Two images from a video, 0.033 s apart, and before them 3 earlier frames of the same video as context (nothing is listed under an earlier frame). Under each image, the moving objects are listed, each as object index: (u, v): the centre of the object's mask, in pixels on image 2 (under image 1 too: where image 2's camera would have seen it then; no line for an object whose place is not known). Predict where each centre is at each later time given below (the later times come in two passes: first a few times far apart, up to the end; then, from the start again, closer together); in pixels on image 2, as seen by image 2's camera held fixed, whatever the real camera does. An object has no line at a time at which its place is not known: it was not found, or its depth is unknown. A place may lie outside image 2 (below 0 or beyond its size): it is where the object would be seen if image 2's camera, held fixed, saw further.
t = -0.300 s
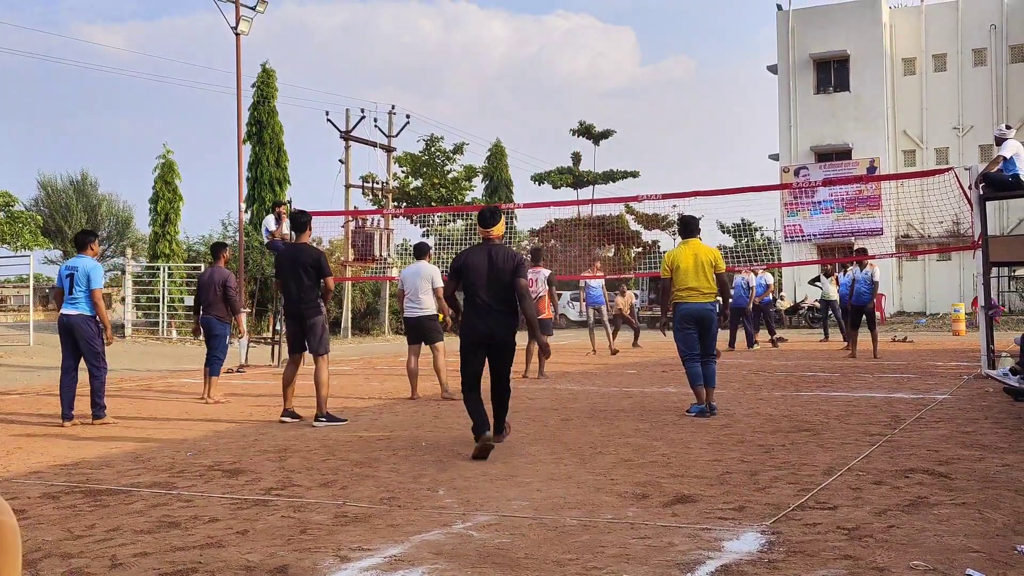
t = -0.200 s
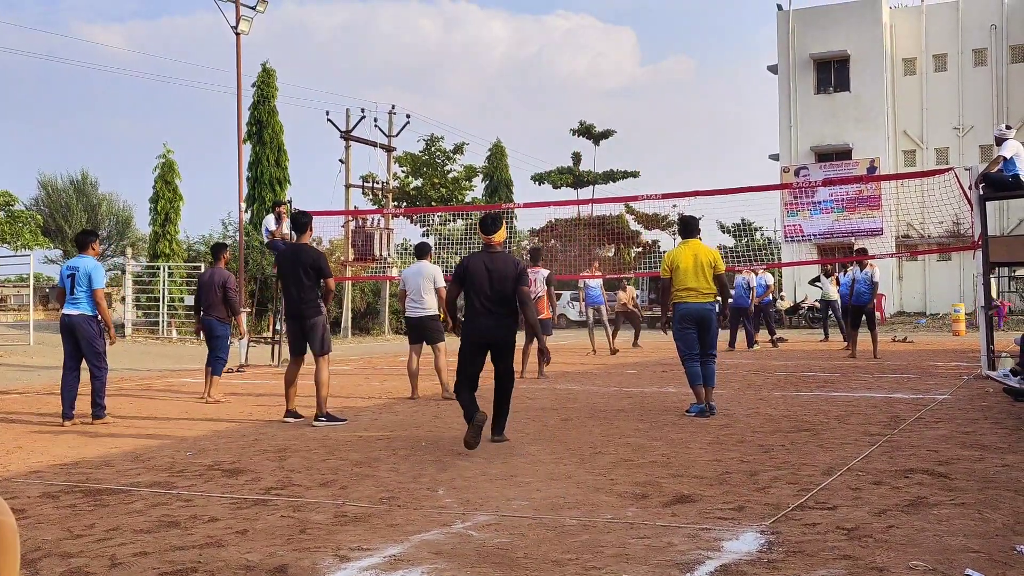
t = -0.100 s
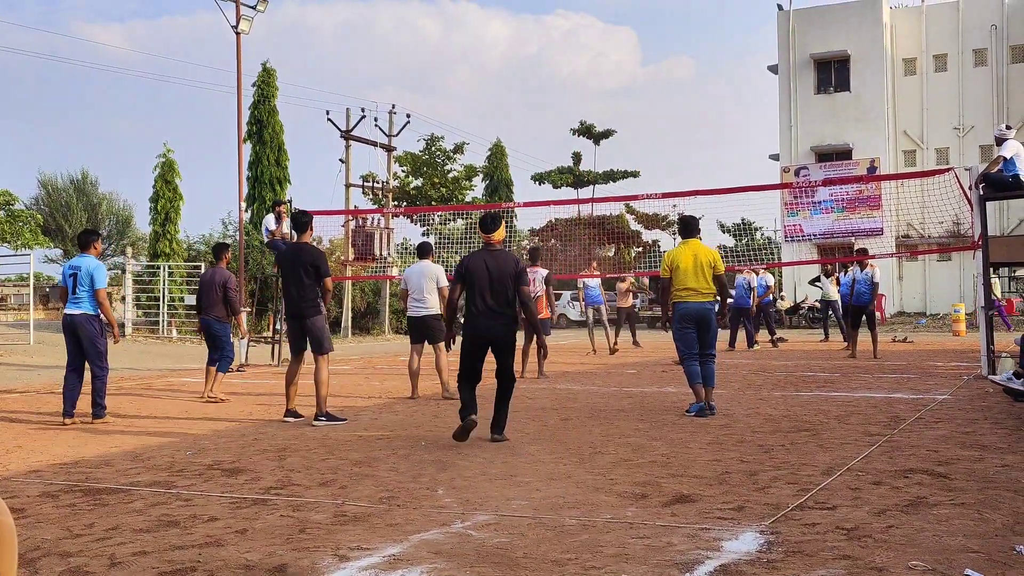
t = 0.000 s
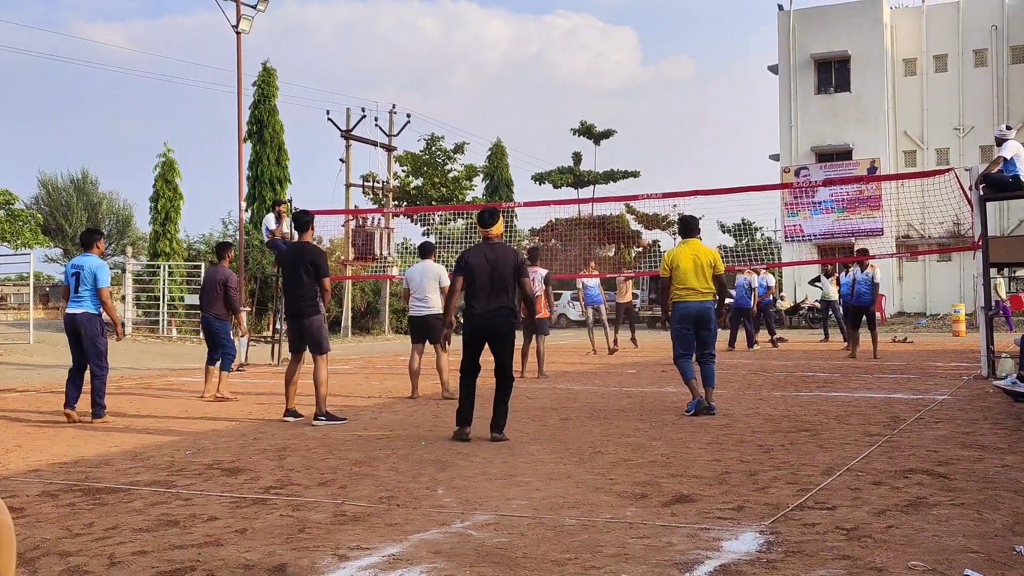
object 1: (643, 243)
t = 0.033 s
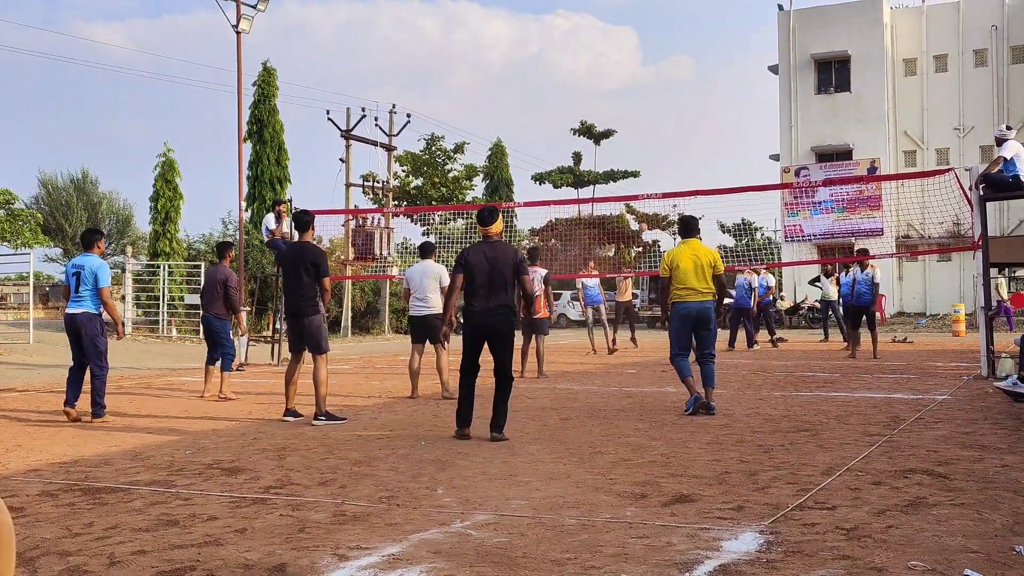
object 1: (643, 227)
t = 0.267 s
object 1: (639, 131)
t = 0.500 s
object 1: (638, 53)
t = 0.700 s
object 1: (638, 3)
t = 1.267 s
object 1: (643, -11)
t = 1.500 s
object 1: (645, 67)
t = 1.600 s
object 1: (646, 124)
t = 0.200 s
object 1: (640, 158)
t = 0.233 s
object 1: (639, 144)
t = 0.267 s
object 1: (639, 131)
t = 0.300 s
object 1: (639, 119)
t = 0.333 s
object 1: (639, 107)
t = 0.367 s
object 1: (639, 96)
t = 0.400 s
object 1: (639, 85)
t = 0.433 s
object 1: (638, 74)
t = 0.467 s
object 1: (638, 63)
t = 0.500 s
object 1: (638, 53)
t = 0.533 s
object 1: (638, 43)
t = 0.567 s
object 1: (638, 34)
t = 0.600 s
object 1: (638, 25)
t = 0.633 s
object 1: (638, 17)
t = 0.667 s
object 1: (638, 10)
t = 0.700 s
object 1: (638, 3)
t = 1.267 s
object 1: (643, -11)
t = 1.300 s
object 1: (643, -5)
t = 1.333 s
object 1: (643, 4)
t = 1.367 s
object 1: (643, 14)
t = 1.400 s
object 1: (643, 25)
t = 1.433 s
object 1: (644, 37)
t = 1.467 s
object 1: (644, 51)
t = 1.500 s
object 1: (645, 67)
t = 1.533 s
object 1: (646, 84)
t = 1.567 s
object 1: (646, 103)
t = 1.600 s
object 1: (646, 124)
